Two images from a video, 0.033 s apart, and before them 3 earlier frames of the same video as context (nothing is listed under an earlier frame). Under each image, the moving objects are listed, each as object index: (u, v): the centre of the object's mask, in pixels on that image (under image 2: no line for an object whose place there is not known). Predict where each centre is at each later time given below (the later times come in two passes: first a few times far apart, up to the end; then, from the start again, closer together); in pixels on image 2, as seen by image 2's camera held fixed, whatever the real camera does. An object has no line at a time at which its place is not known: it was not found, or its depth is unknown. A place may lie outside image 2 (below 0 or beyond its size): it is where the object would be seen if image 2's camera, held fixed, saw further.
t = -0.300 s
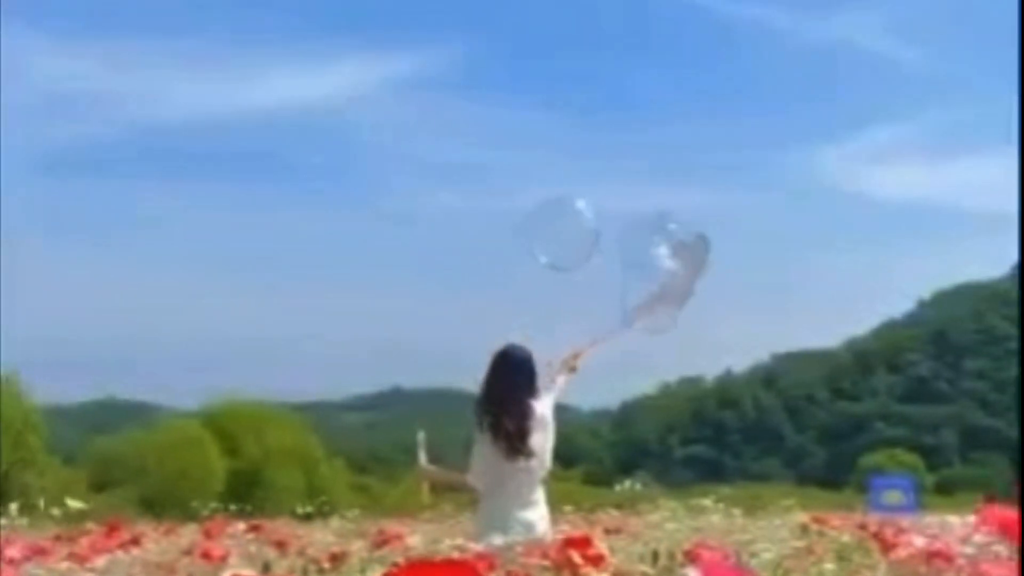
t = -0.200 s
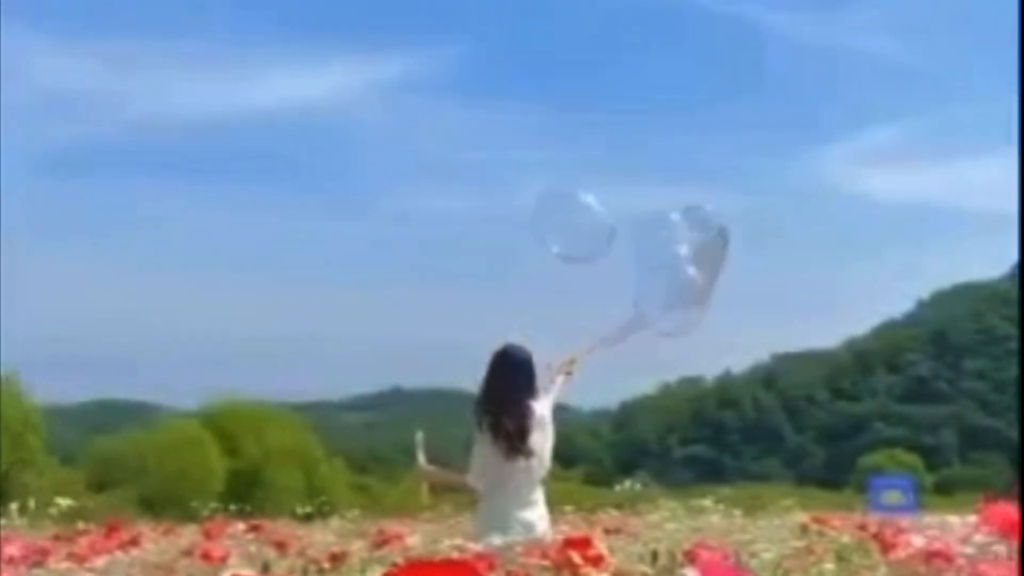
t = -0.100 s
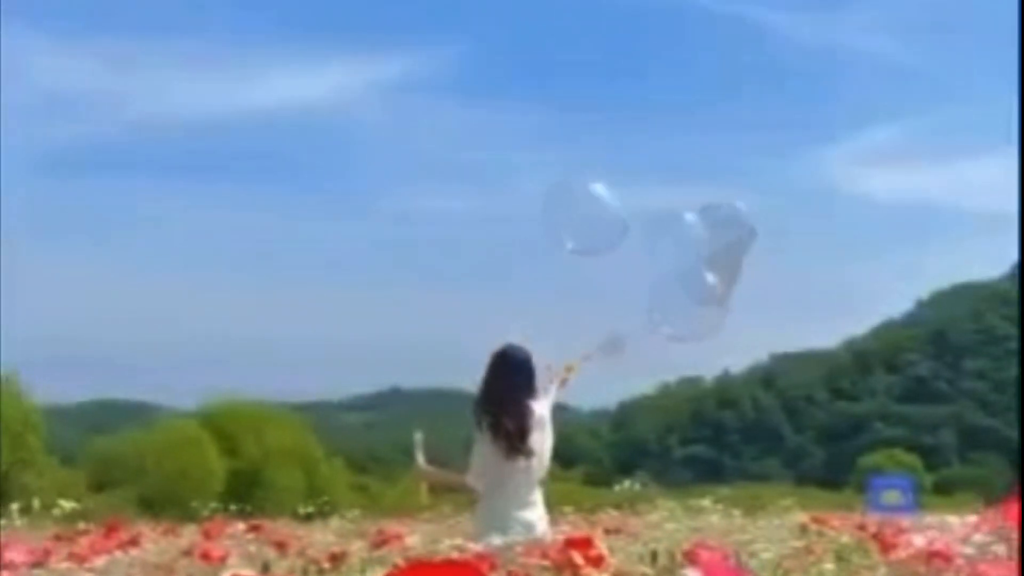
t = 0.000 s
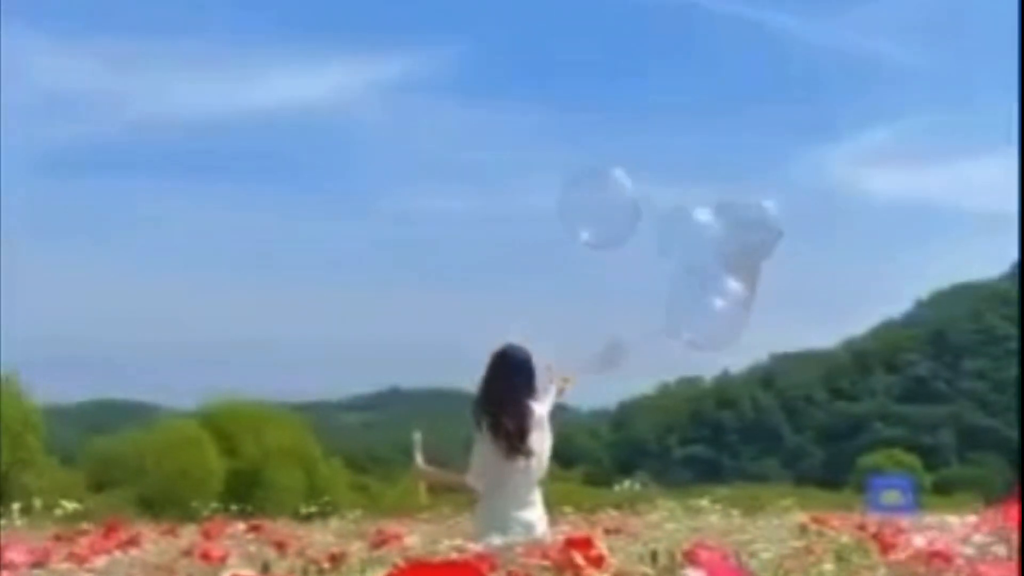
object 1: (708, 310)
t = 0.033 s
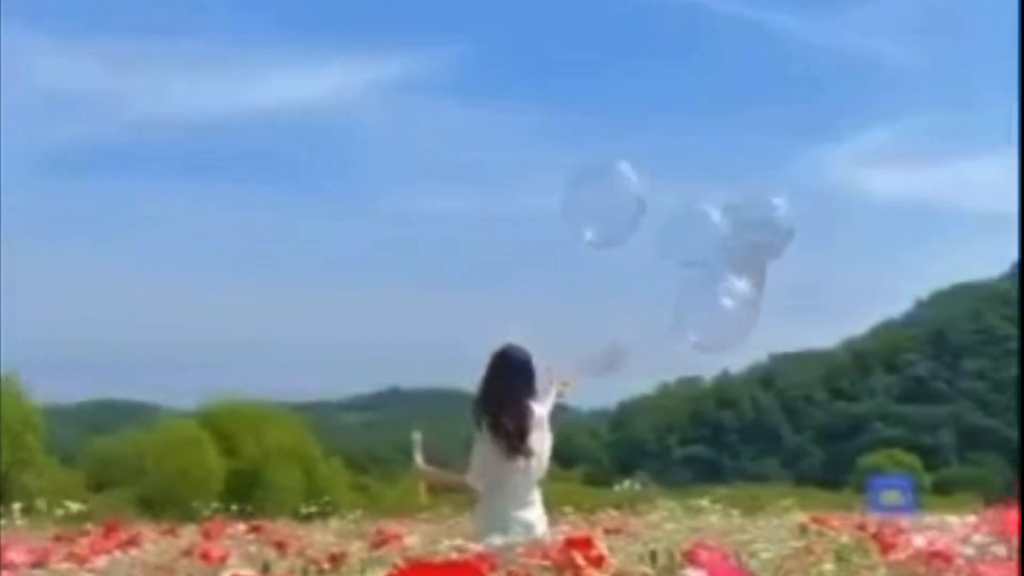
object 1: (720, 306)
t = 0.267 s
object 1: (761, 324)
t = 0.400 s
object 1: (793, 333)
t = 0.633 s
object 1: (862, 361)
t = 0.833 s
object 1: (915, 361)
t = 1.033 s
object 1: (978, 374)
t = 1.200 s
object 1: (1011, 394)
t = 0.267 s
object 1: (761, 324)
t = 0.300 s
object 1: (769, 326)
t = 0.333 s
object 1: (780, 328)
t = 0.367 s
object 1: (789, 327)
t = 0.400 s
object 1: (793, 333)
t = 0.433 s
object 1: (800, 336)
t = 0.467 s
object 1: (807, 338)
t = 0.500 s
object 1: (814, 342)
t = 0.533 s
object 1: (825, 343)
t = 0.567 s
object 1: (836, 345)
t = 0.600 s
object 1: (852, 362)
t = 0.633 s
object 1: (862, 361)
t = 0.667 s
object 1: (872, 358)
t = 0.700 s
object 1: (881, 357)
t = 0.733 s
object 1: (888, 358)
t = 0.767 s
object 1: (895, 360)
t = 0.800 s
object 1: (904, 360)
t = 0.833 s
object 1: (915, 361)
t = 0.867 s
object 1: (925, 362)
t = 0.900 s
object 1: (936, 364)
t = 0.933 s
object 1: (949, 367)
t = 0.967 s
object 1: (960, 370)
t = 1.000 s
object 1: (971, 372)
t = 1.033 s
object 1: (978, 374)
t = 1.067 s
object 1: (984, 376)
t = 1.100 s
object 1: (989, 380)
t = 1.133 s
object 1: (1005, 390)
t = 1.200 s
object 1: (1011, 394)
